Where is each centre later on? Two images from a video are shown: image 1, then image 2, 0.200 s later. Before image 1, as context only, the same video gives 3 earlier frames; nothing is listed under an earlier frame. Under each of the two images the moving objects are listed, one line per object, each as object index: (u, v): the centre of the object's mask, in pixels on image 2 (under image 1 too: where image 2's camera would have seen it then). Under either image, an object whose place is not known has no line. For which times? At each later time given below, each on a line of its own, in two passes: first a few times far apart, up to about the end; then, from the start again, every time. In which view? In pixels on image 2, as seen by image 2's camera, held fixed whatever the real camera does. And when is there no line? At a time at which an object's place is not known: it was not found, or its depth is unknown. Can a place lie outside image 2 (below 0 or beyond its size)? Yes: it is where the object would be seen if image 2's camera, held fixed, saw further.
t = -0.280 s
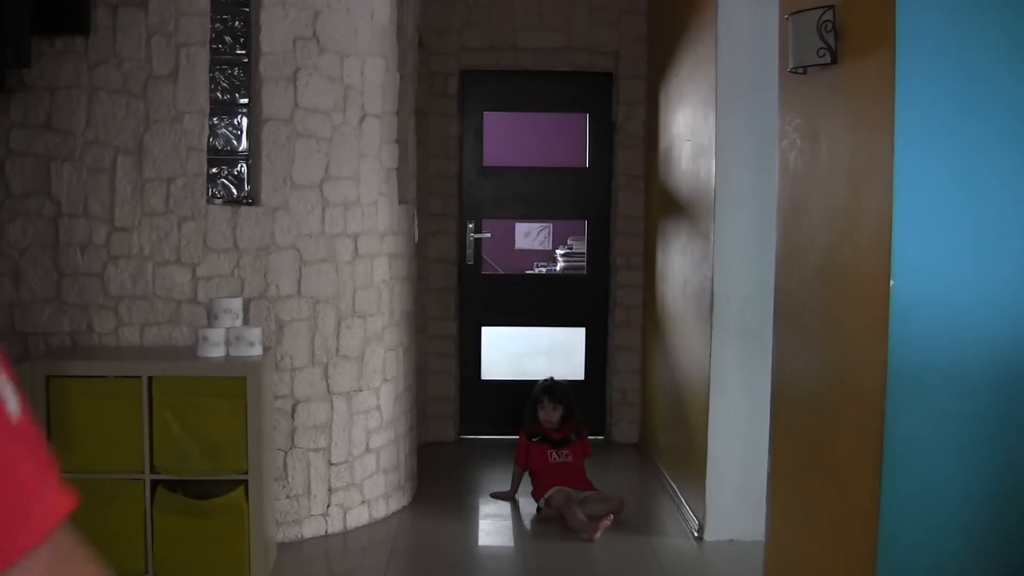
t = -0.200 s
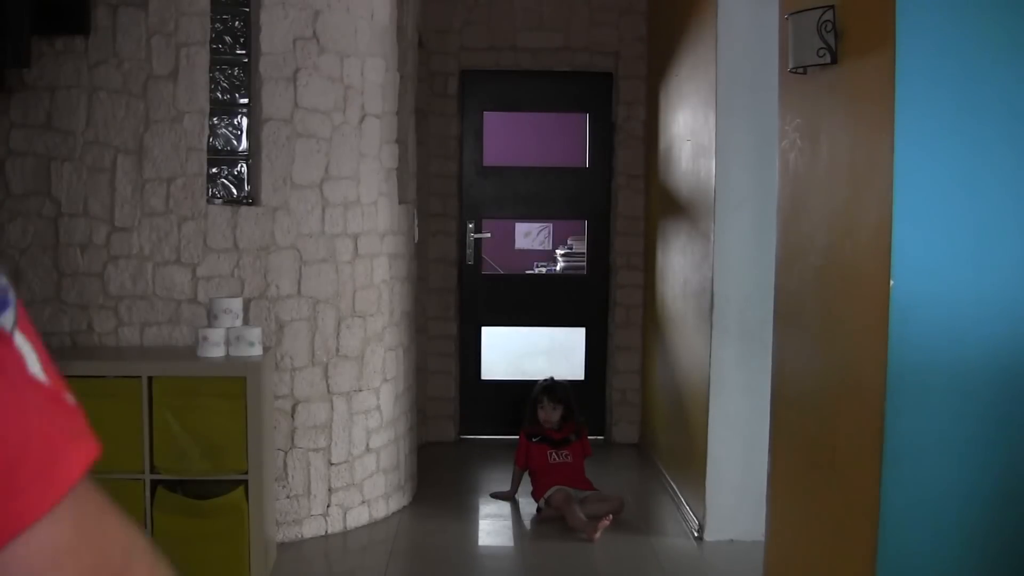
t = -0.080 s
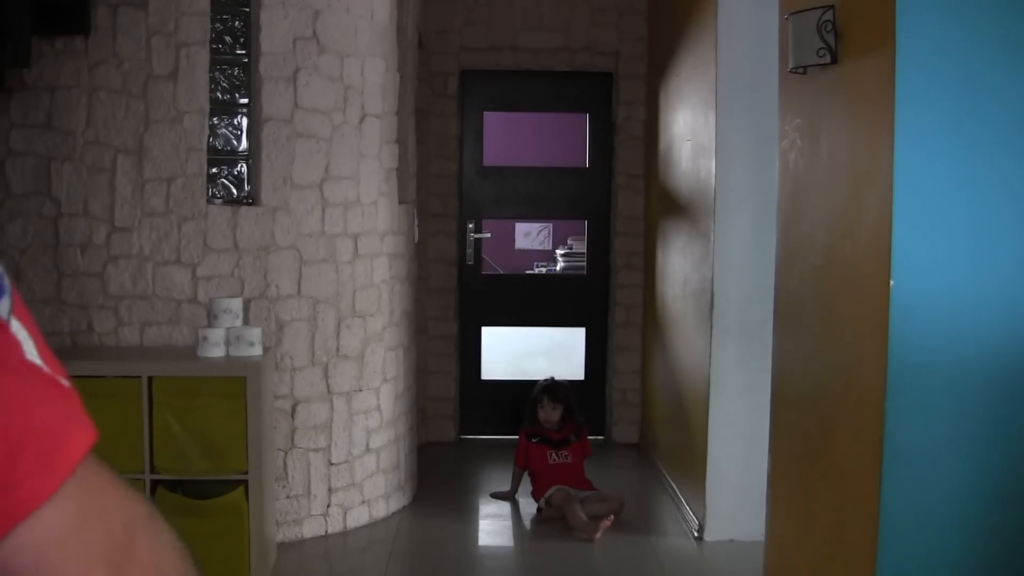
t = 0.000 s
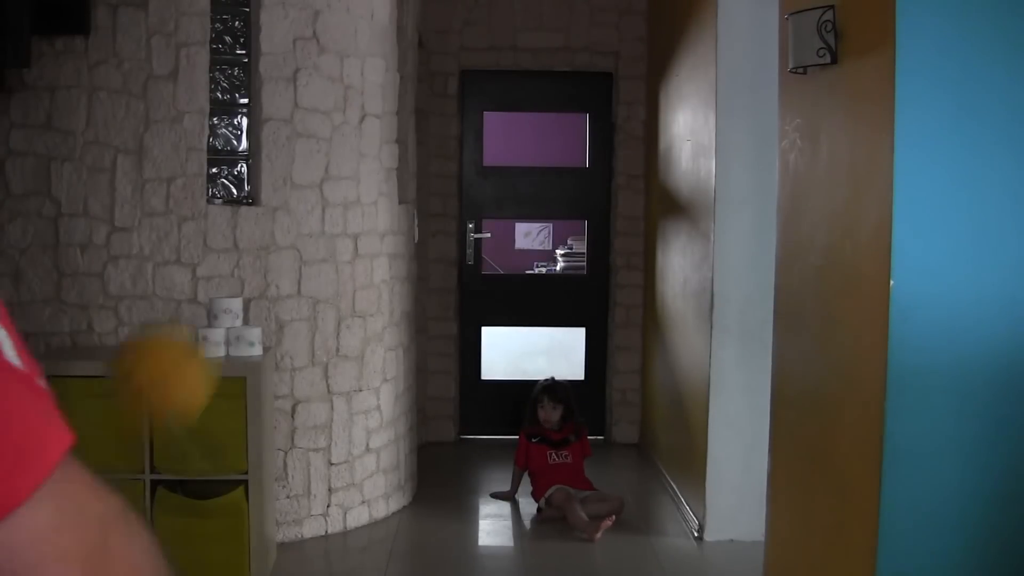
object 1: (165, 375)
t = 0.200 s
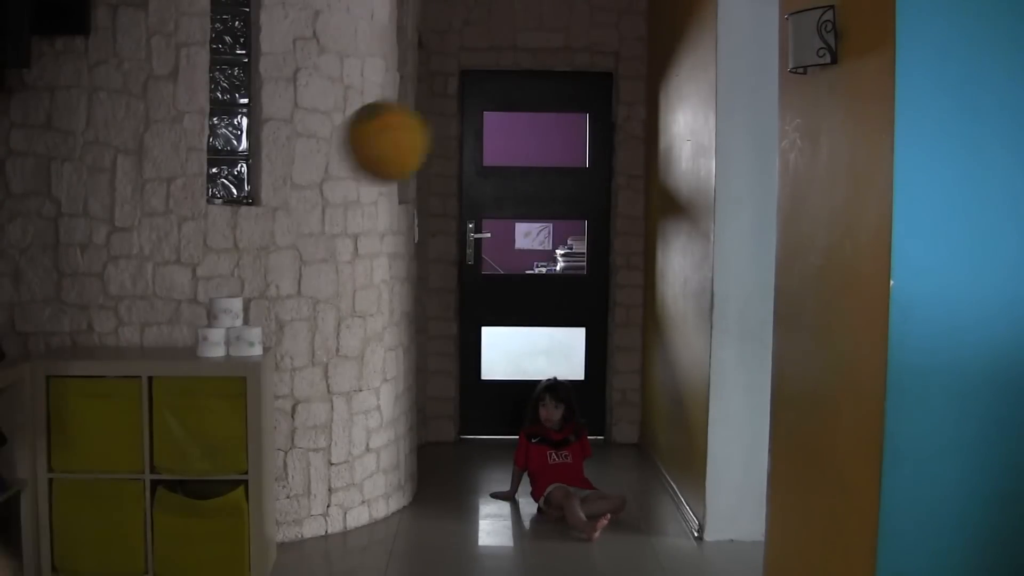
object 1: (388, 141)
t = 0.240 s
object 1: (422, 127)
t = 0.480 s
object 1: (570, 183)
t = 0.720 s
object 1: (663, 382)
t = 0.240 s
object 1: (422, 127)
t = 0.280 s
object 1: (451, 120)
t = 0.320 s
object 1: (479, 120)
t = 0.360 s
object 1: (505, 128)
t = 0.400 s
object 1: (528, 142)
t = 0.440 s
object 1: (550, 160)
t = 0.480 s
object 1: (570, 183)
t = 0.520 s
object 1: (588, 207)
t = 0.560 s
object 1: (605, 236)
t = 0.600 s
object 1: (621, 267)
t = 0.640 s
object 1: (636, 303)
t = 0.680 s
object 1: (649, 338)
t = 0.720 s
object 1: (663, 382)
